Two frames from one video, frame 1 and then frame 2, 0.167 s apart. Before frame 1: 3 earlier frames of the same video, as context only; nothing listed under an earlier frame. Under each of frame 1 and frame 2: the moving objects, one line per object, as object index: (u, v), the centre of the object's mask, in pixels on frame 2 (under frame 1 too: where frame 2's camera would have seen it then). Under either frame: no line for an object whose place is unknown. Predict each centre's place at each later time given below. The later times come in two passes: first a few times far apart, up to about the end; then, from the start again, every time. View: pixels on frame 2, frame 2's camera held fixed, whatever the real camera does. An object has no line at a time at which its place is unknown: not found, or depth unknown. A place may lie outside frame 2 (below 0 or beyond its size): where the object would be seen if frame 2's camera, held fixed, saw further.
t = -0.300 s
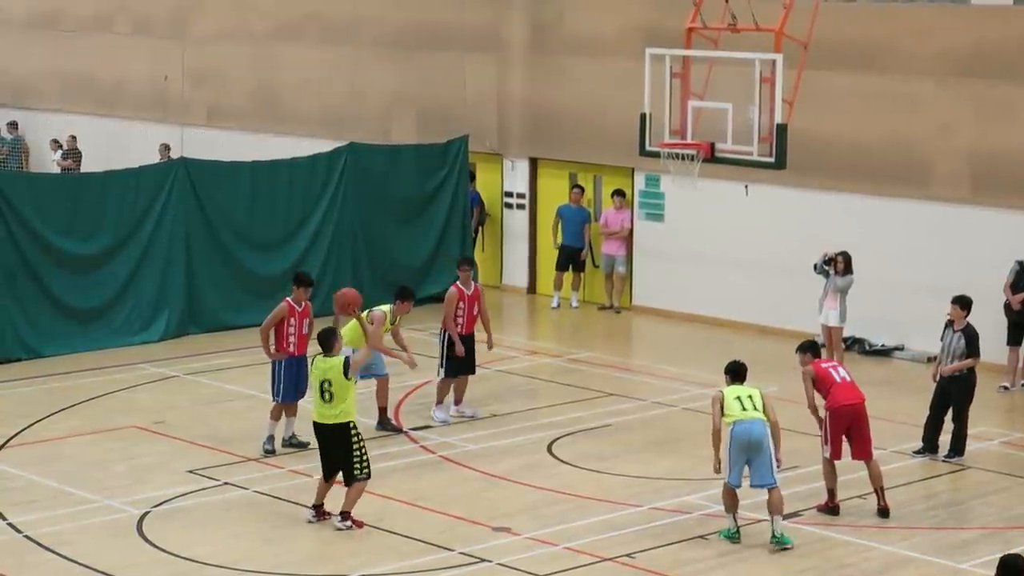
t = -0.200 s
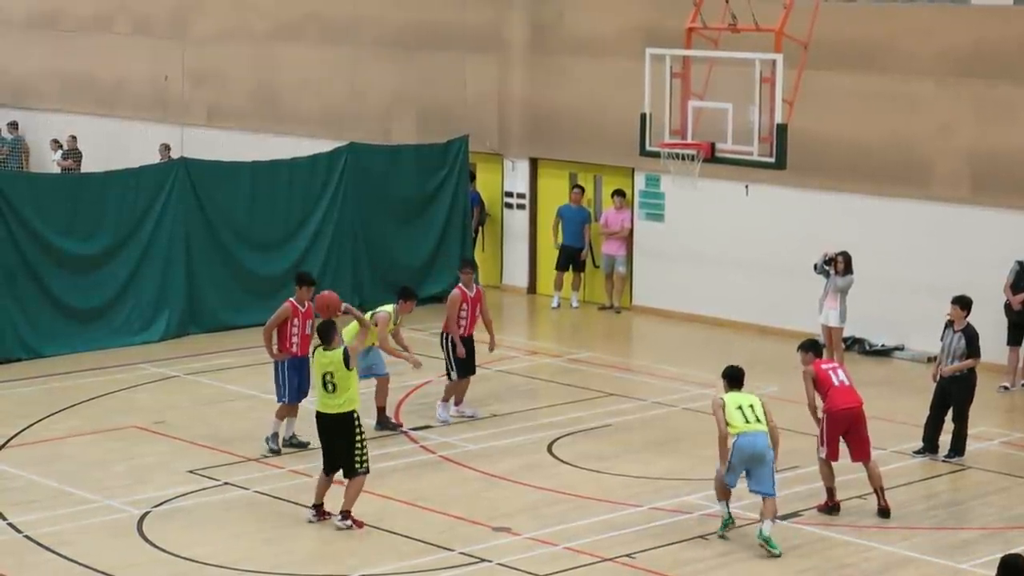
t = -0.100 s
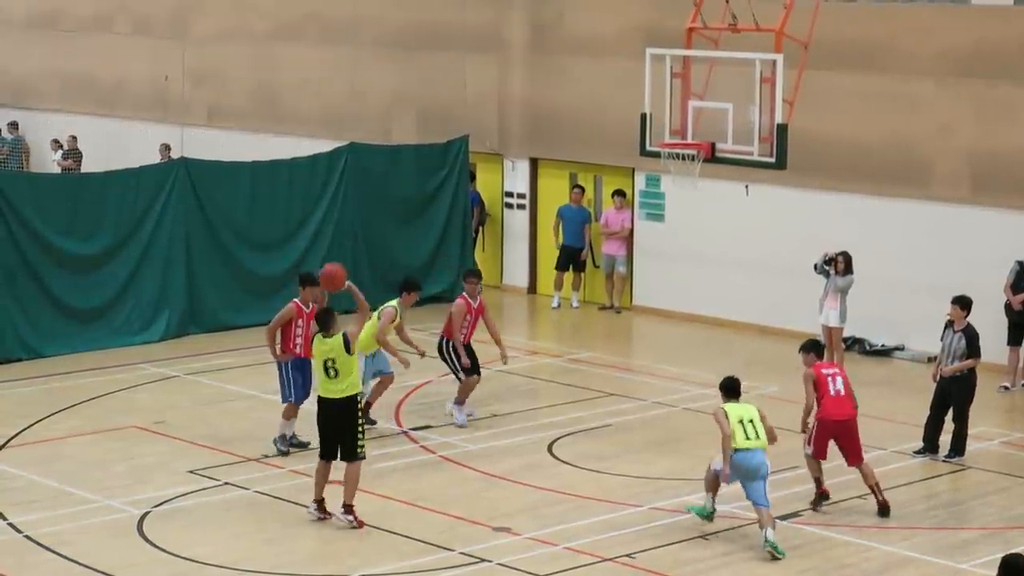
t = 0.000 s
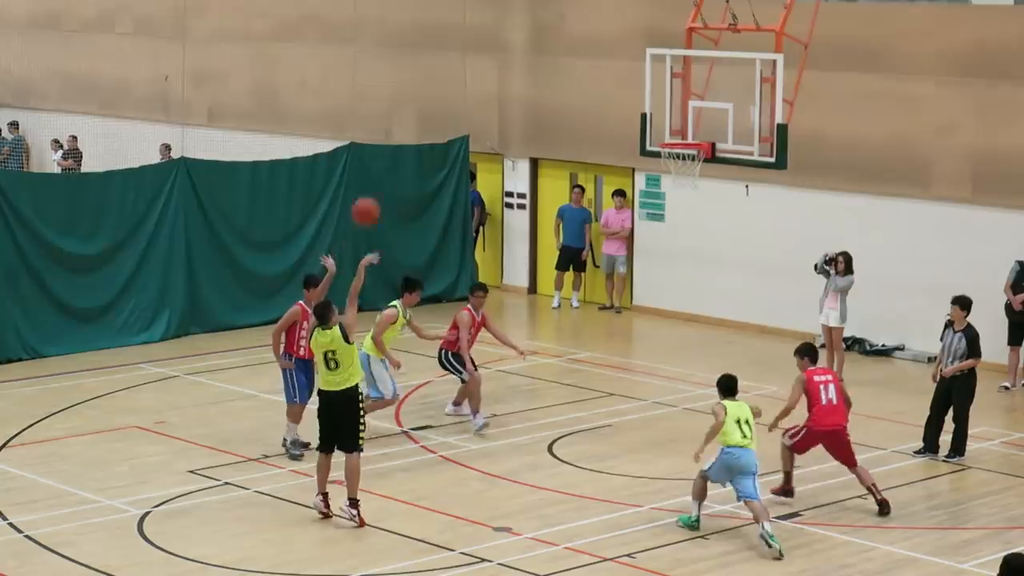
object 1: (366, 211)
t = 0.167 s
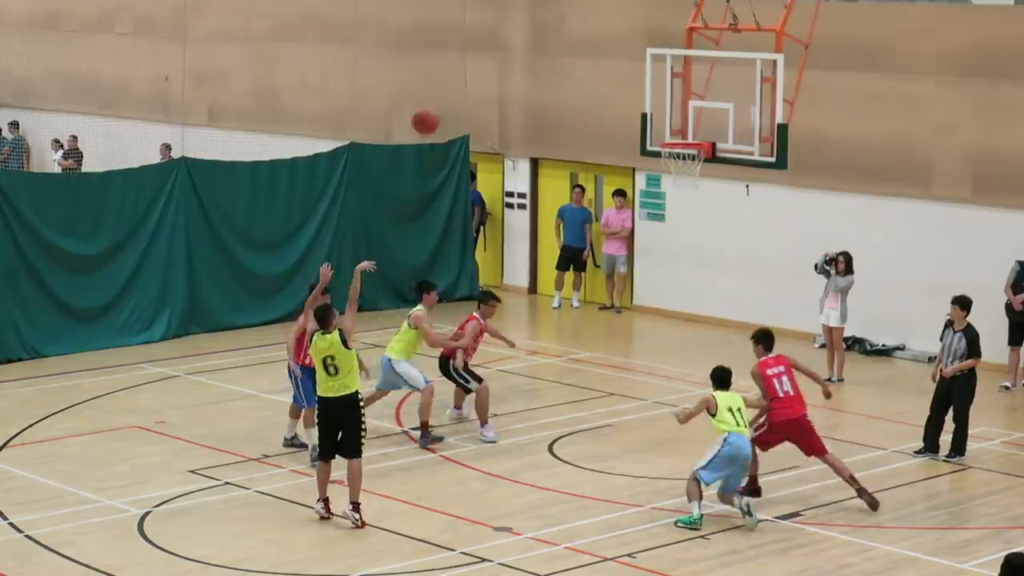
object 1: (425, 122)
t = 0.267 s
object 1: (459, 83)
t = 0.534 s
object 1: (544, 38)
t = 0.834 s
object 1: (631, 77)
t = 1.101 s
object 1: (695, 178)
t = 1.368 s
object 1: (734, 279)
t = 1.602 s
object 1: (765, 416)
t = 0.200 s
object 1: (437, 107)
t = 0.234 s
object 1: (448, 94)
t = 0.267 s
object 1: (459, 83)
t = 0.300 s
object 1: (470, 73)
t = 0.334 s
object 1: (482, 64)
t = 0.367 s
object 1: (493, 56)
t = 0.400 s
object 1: (503, 50)
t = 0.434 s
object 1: (514, 46)
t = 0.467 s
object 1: (524, 41)
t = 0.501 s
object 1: (534, 39)
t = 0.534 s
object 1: (544, 38)
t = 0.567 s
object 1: (555, 37)
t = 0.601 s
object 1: (565, 38)
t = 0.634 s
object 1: (575, 41)
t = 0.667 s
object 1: (584, 44)
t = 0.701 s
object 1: (594, 49)
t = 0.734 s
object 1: (603, 54)
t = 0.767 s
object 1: (612, 61)
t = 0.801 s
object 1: (622, 69)
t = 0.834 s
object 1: (631, 77)
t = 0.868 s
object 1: (639, 87)
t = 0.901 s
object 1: (648, 98)
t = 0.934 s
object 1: (657, 110)
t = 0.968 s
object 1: (665, 122)
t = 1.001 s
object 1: (673, 137)
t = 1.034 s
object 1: (681, 156)
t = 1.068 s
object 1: (689, 165)
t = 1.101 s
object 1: (695, 178)
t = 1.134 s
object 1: (701, 186)
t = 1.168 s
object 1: (705, 196)
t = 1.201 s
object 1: (710, 208)
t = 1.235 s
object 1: (715, 220)
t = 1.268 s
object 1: (720, 234)
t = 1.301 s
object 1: (725, 248)
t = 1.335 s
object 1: (729, 263)
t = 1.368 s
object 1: (734, 279)
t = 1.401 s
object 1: (739, 296)
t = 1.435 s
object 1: (743, 314)
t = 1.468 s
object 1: (747, 333)
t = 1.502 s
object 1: (752, 352)
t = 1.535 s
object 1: (756, 372)
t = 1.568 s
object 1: (761, 394)
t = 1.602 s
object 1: (765, 416)
